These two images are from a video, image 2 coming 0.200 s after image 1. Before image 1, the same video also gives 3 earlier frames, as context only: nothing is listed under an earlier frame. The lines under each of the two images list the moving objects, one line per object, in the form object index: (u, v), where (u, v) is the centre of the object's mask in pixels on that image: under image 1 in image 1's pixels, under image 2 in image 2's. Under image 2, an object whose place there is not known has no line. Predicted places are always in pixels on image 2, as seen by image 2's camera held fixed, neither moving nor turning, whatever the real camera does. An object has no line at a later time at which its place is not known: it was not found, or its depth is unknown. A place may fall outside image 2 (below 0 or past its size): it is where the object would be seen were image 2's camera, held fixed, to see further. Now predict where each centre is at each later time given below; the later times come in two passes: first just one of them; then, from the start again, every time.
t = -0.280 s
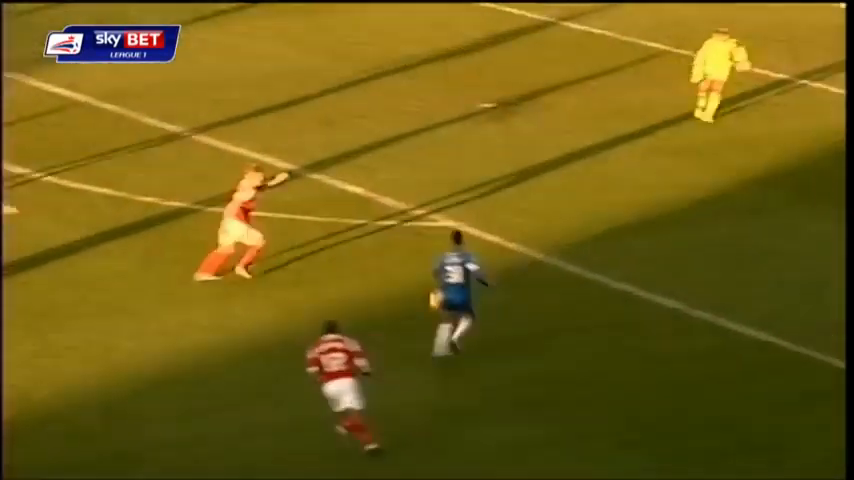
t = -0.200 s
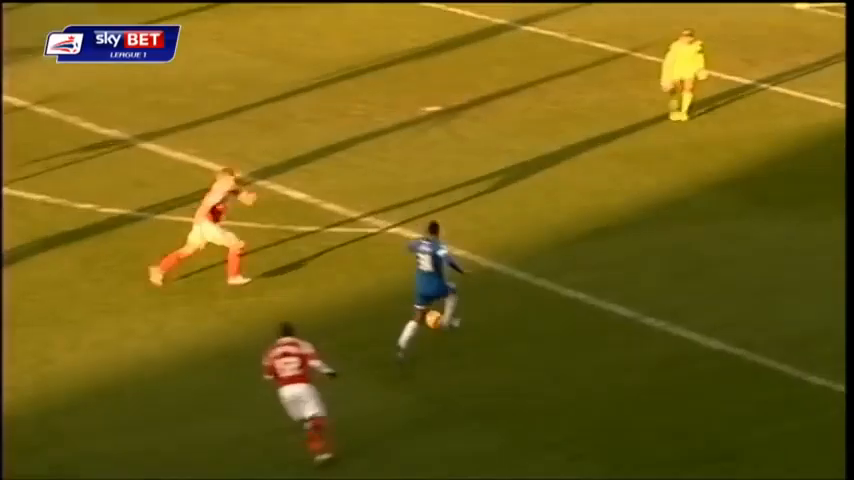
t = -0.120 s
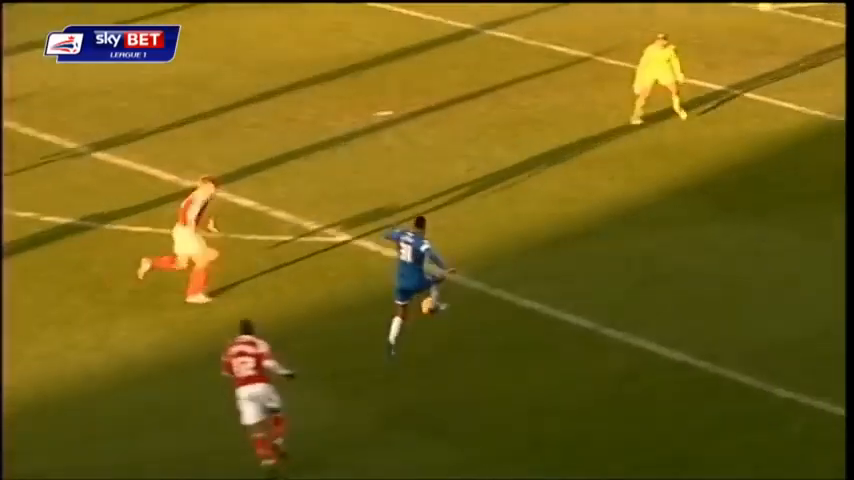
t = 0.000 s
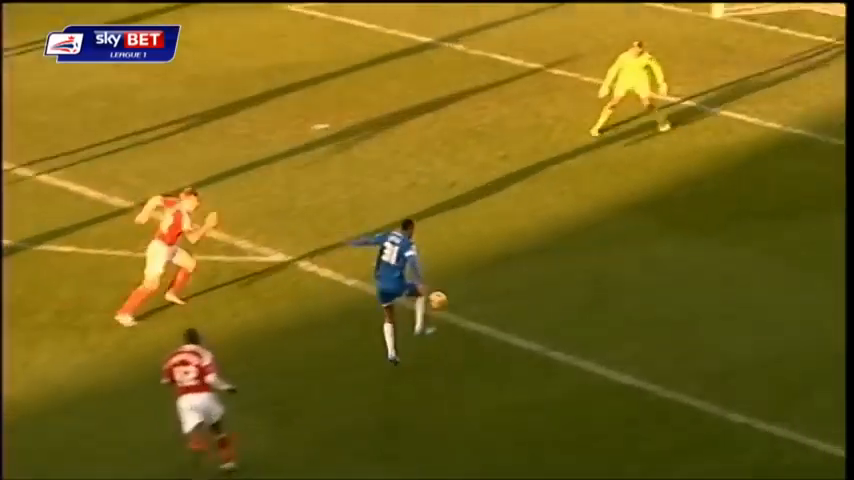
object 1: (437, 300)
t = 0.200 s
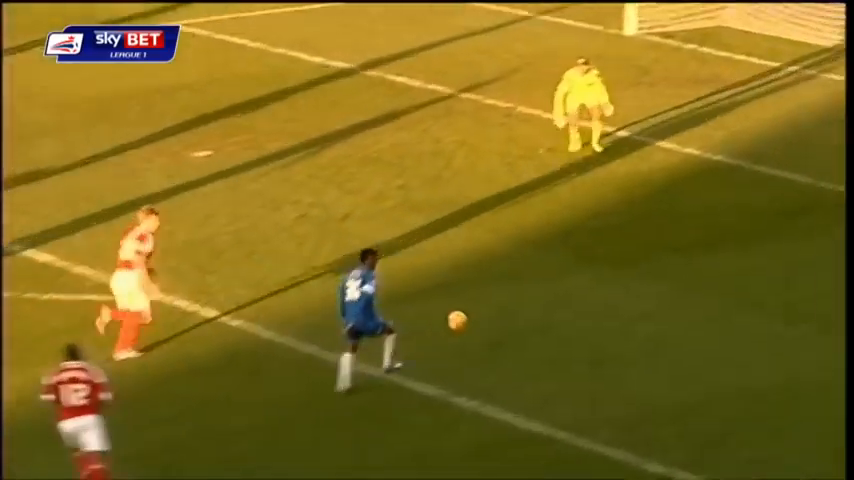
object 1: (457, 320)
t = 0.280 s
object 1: (505, 321)
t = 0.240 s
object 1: (481, 320)
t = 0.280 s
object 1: (505, 321)
